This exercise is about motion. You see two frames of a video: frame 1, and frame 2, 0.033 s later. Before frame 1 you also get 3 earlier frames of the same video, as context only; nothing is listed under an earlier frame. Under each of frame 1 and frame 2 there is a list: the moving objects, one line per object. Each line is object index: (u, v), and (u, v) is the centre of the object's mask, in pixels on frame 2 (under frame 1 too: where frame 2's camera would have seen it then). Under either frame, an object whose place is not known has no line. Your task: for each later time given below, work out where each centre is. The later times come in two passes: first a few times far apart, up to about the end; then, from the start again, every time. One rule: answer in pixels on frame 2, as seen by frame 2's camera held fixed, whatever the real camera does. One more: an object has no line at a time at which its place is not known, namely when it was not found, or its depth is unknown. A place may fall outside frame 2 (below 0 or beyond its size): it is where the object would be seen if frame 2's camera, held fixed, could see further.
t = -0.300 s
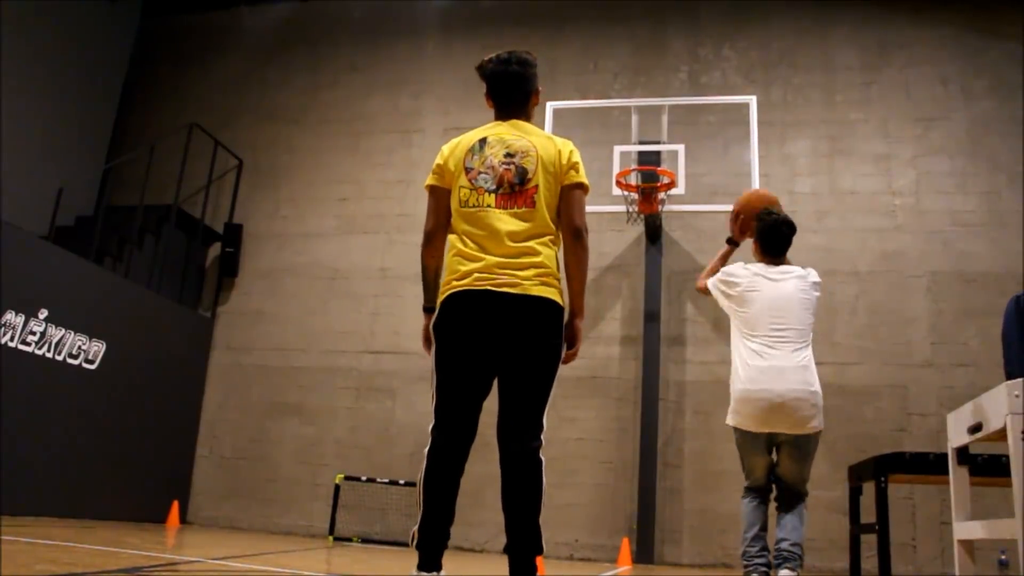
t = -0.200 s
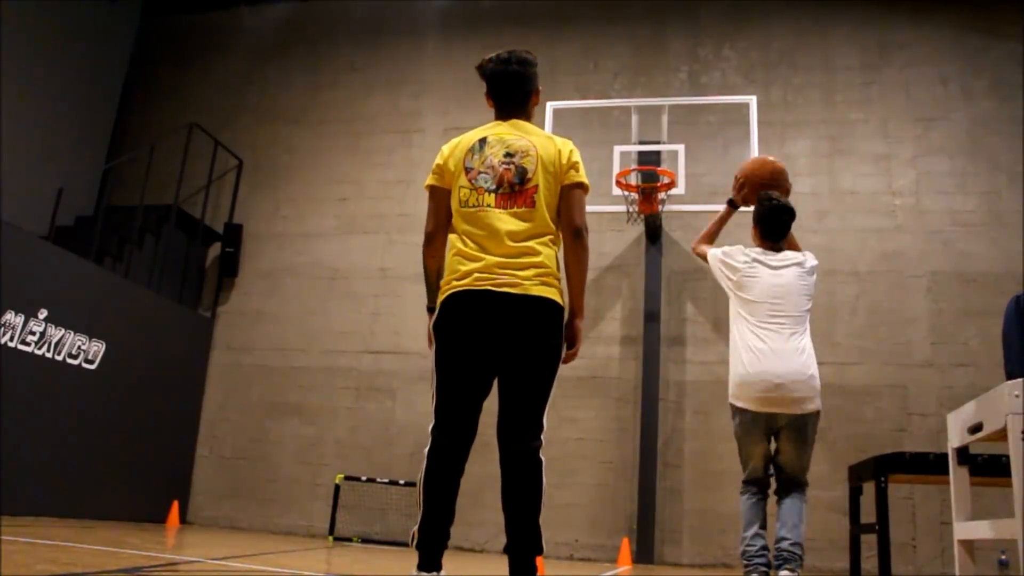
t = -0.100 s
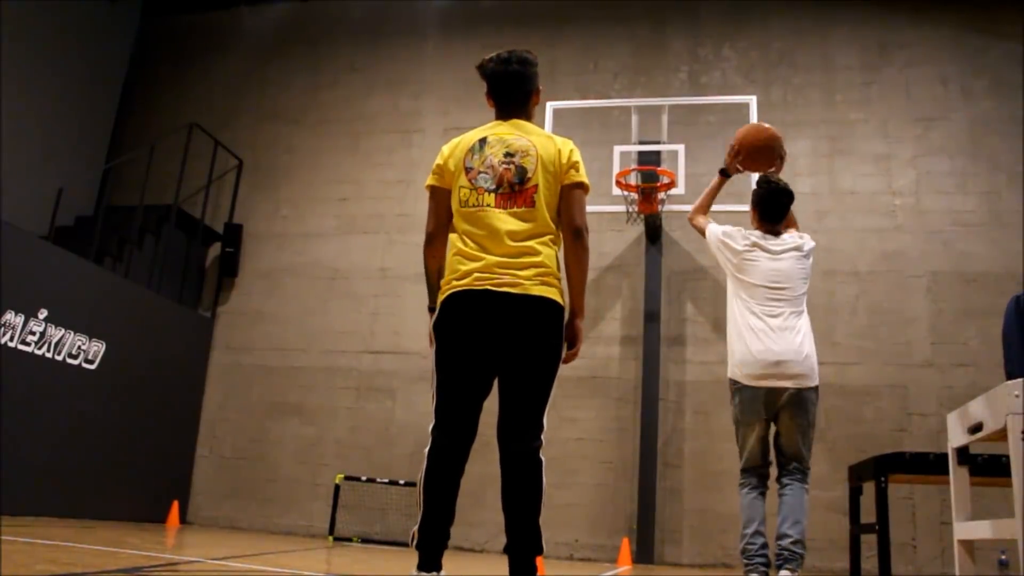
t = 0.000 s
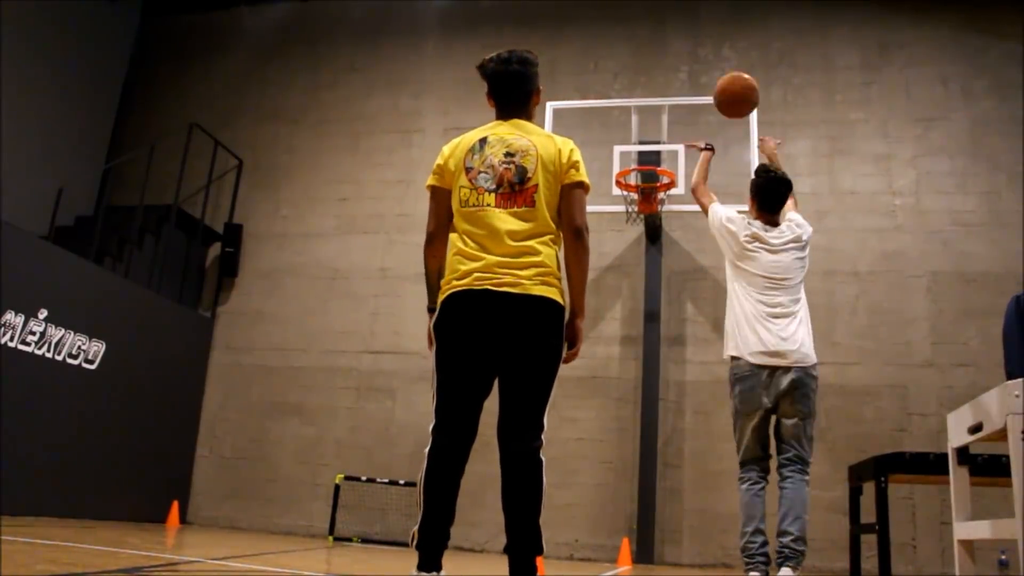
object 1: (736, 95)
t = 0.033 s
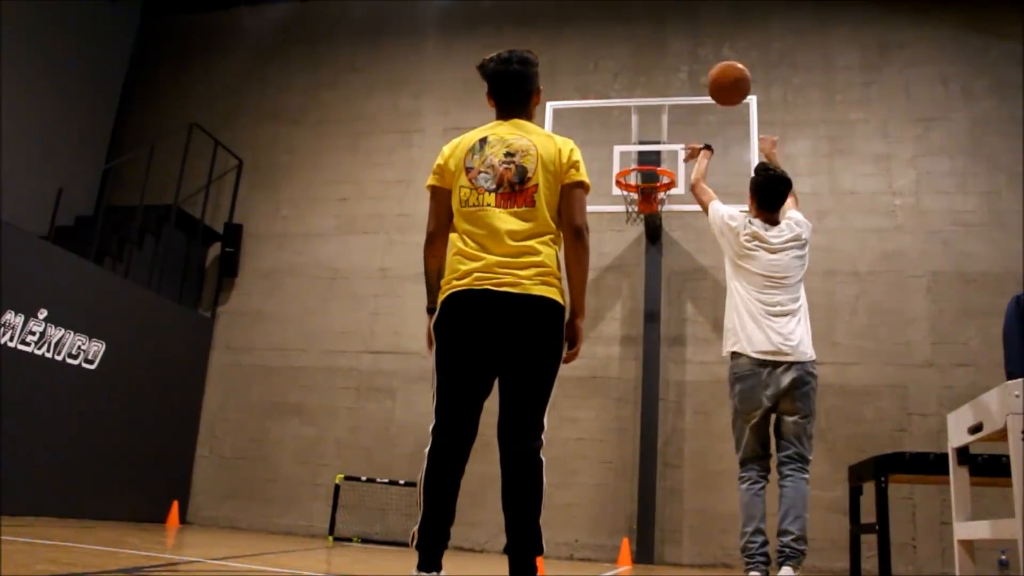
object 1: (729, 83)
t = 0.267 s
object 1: (688, 59)
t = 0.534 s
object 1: (655, 114)
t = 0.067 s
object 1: (722, 74)
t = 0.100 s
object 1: (716, 67)
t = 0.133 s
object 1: (710, 63)
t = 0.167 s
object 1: (704, 59)
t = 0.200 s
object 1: (698, 58)
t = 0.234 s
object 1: (693, 58)
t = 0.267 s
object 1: (688, 59)
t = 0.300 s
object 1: (684, 62)
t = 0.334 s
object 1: (679, 66)
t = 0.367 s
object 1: (675, 71)
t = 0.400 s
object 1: (671, 77)
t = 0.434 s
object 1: (667, 84)
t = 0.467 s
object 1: (663, 93)
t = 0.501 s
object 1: (659, 102)
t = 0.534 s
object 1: (655, 114)
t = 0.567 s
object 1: (652, 124)
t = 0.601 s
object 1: (648, 136)
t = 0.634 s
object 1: (645, 150)
